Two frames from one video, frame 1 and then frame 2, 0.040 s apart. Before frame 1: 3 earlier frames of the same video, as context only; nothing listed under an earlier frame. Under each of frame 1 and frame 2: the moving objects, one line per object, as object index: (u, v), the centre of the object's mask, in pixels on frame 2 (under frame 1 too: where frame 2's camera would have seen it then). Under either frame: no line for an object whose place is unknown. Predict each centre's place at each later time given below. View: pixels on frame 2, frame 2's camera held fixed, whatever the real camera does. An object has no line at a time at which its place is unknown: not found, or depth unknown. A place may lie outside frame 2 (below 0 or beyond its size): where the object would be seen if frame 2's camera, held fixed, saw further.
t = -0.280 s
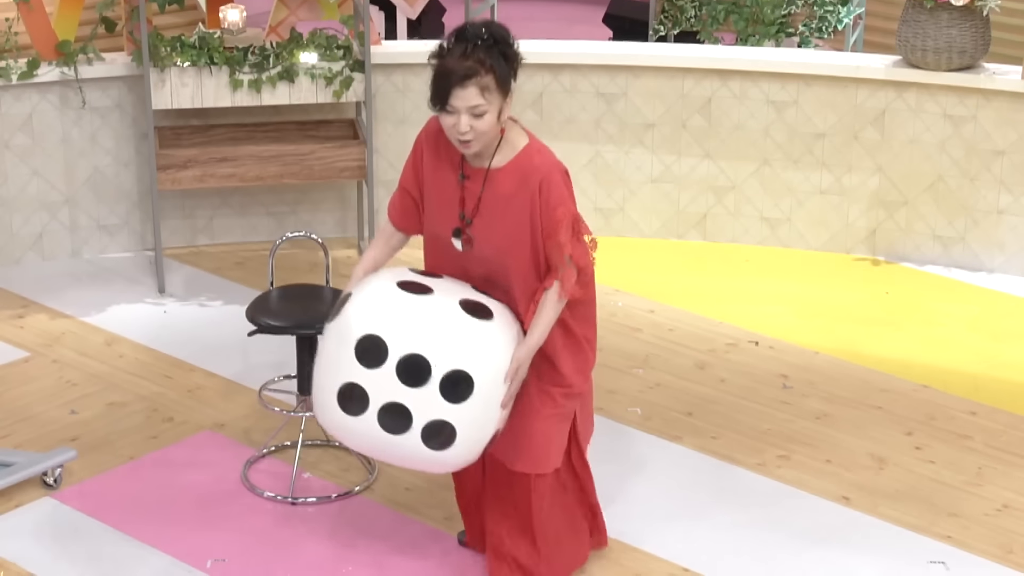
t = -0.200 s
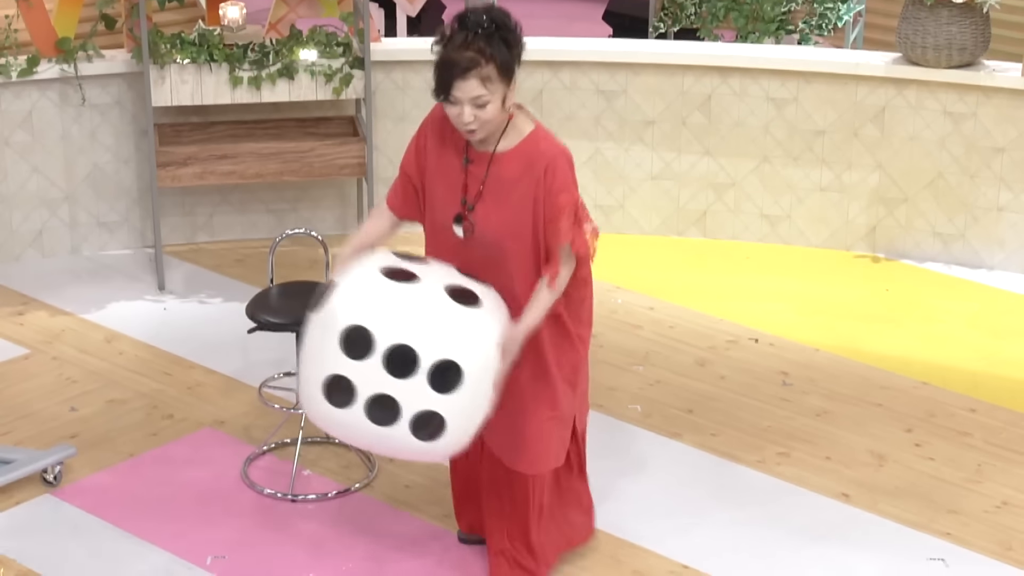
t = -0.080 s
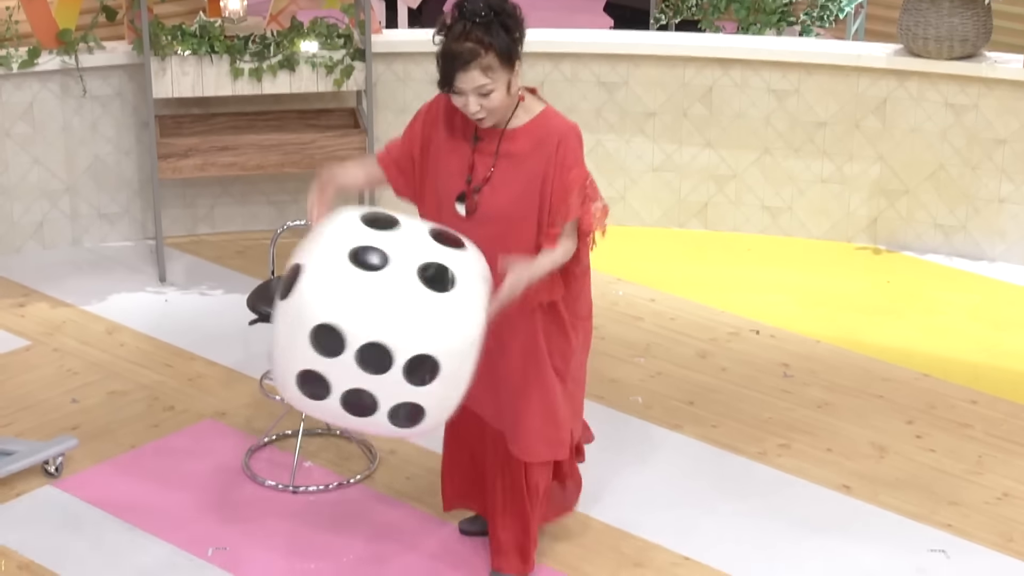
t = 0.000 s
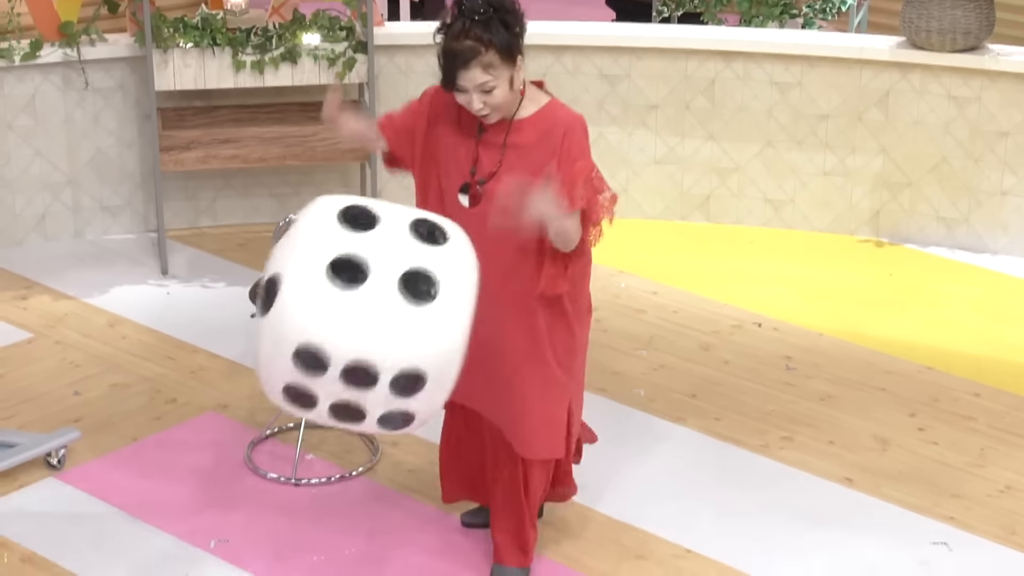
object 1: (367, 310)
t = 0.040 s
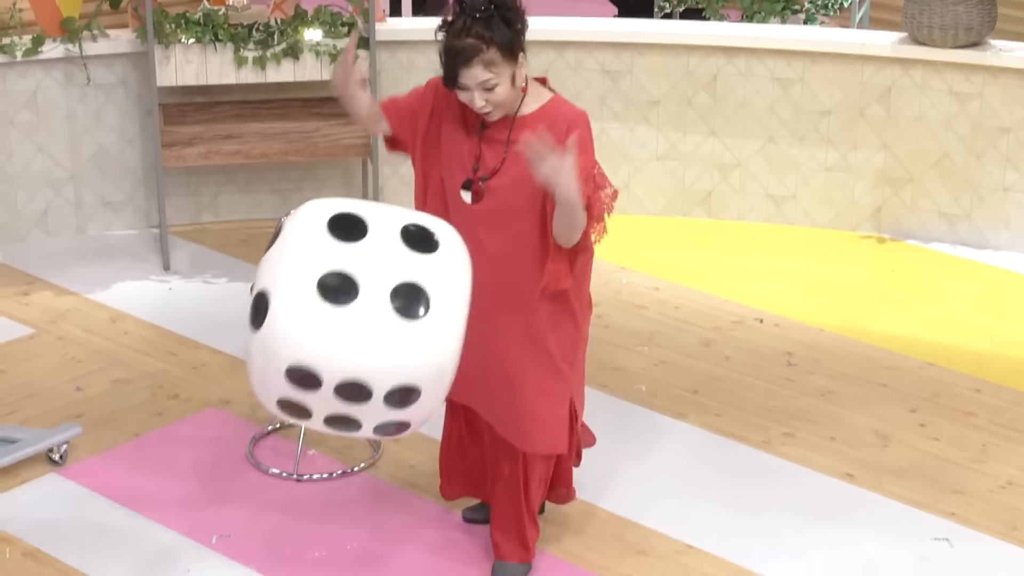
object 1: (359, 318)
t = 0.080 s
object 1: (348, 330)
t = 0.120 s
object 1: (338, 356)
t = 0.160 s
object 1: (331, 377)
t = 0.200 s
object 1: (321, 412)
